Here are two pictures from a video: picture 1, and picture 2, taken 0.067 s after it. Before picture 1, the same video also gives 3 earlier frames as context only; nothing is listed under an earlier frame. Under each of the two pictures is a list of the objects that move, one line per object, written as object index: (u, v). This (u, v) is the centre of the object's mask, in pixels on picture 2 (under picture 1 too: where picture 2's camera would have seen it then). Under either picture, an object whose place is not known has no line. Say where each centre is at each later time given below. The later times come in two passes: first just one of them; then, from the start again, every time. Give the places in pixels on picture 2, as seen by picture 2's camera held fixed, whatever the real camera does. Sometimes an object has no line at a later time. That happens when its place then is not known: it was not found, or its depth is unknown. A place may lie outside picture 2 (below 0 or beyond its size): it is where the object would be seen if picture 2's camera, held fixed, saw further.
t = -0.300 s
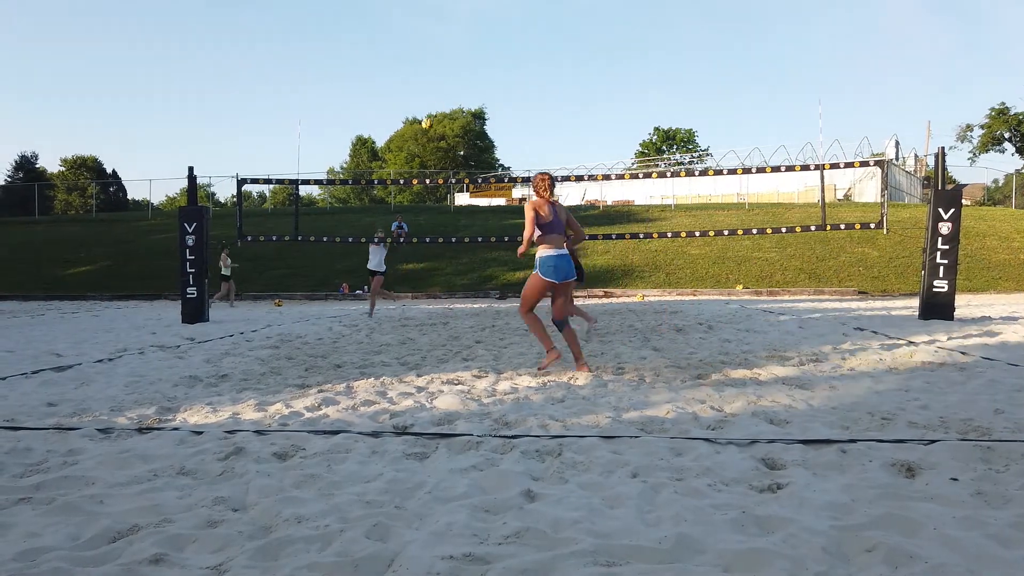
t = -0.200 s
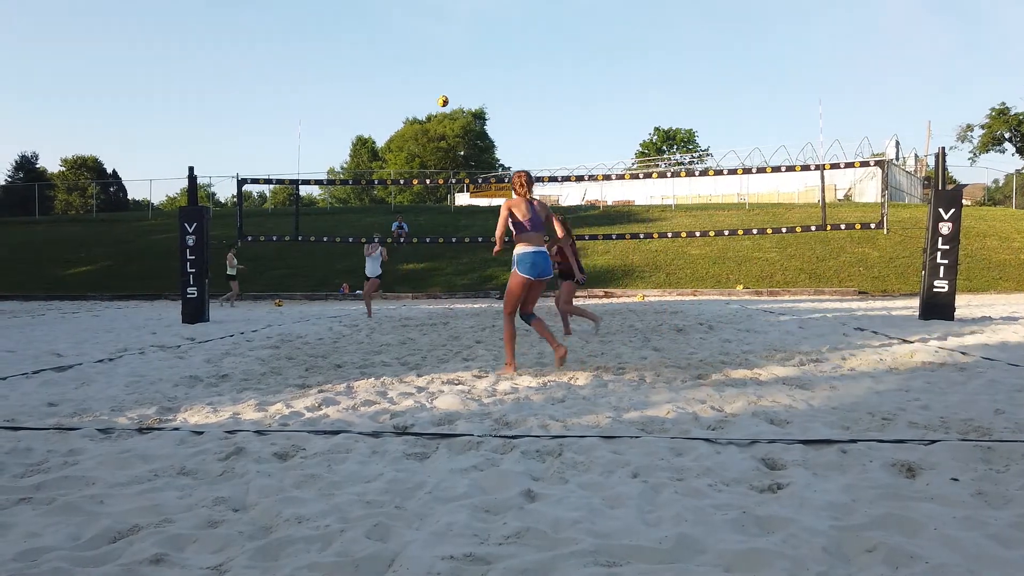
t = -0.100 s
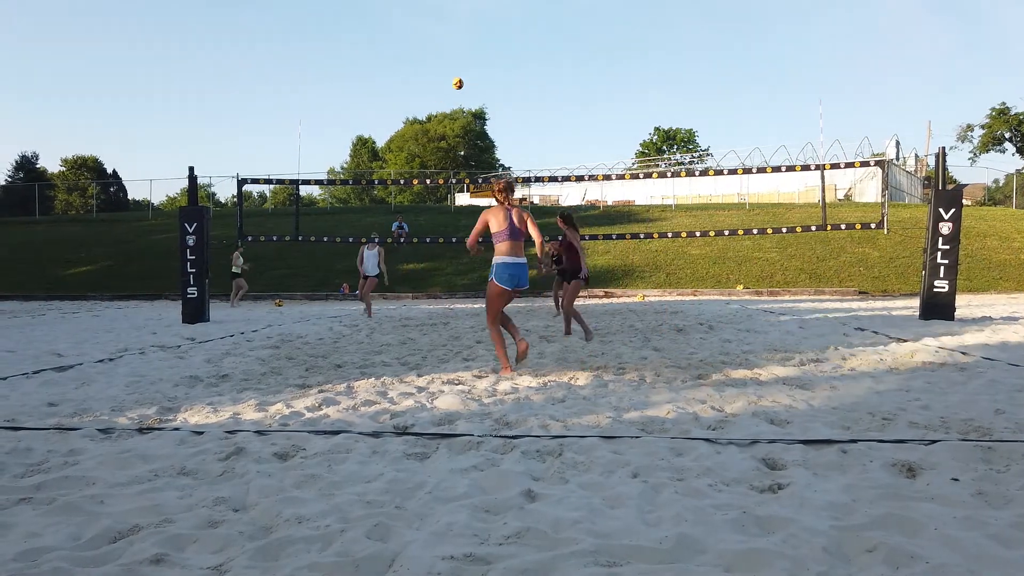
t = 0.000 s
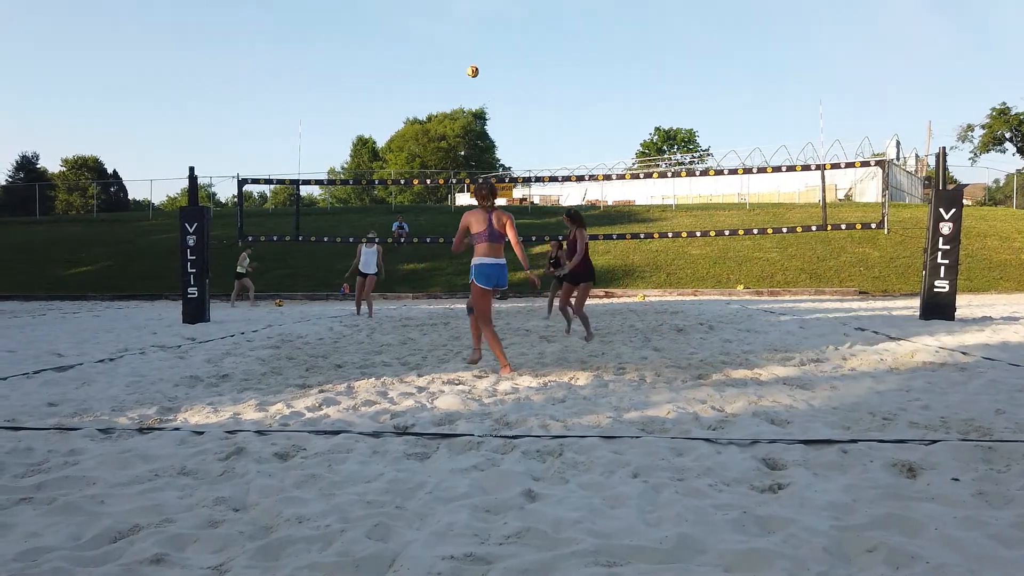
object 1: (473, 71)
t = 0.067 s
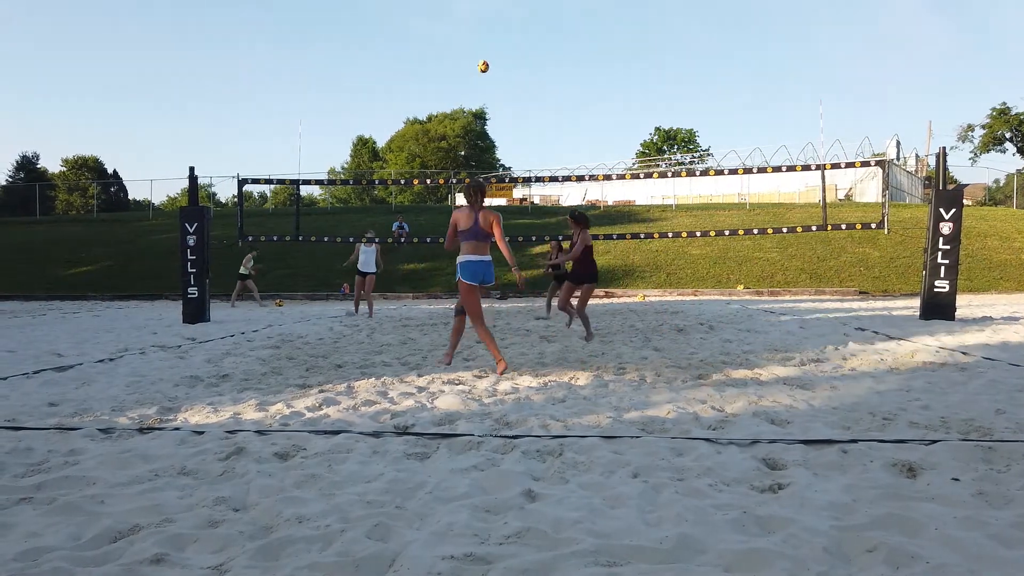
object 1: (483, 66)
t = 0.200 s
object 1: (503, 64)
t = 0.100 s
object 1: (488, 65)
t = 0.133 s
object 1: (493, 64)
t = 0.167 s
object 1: (498, 64)
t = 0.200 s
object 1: (503, 64)
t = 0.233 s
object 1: (508, 65)
